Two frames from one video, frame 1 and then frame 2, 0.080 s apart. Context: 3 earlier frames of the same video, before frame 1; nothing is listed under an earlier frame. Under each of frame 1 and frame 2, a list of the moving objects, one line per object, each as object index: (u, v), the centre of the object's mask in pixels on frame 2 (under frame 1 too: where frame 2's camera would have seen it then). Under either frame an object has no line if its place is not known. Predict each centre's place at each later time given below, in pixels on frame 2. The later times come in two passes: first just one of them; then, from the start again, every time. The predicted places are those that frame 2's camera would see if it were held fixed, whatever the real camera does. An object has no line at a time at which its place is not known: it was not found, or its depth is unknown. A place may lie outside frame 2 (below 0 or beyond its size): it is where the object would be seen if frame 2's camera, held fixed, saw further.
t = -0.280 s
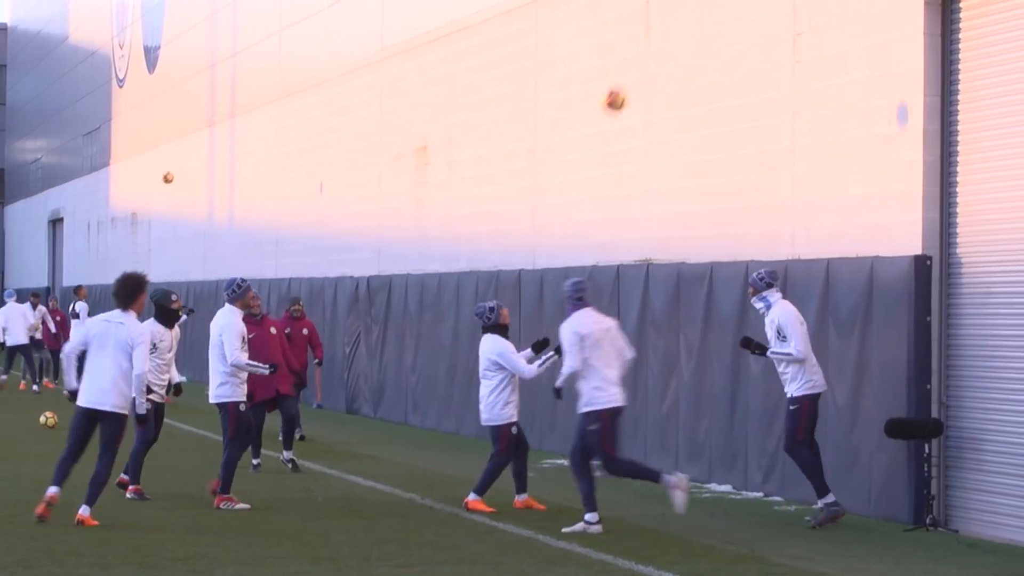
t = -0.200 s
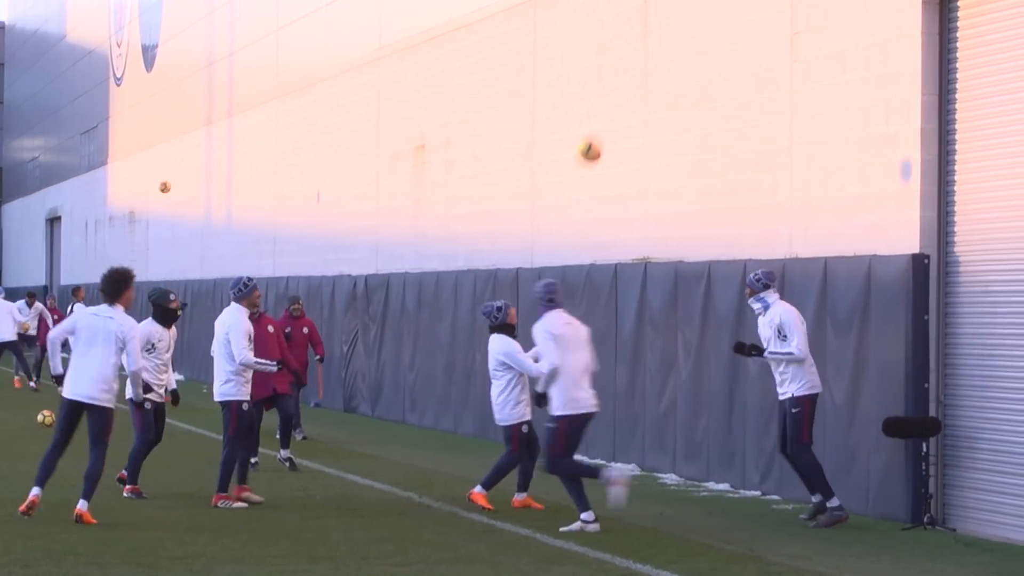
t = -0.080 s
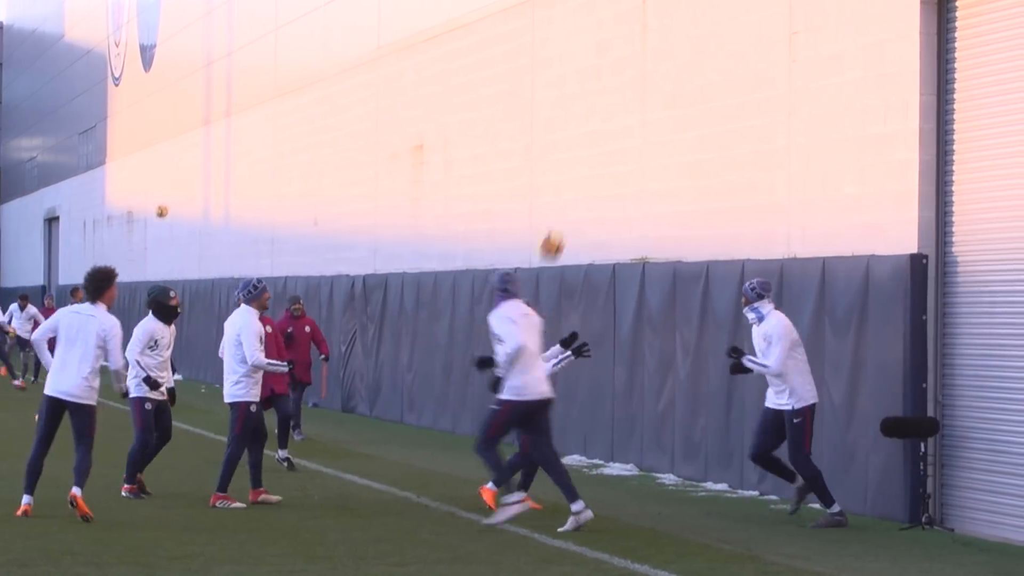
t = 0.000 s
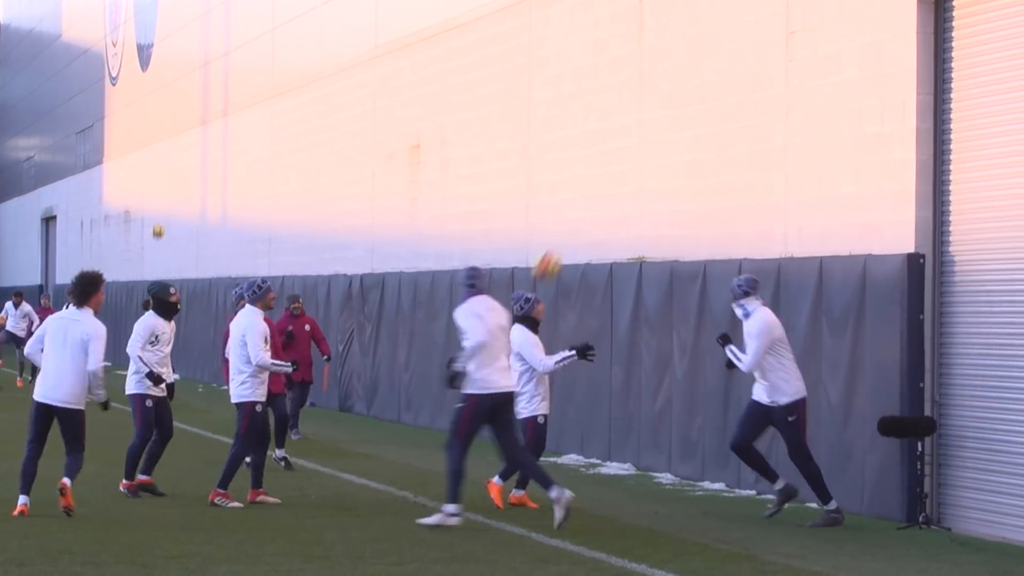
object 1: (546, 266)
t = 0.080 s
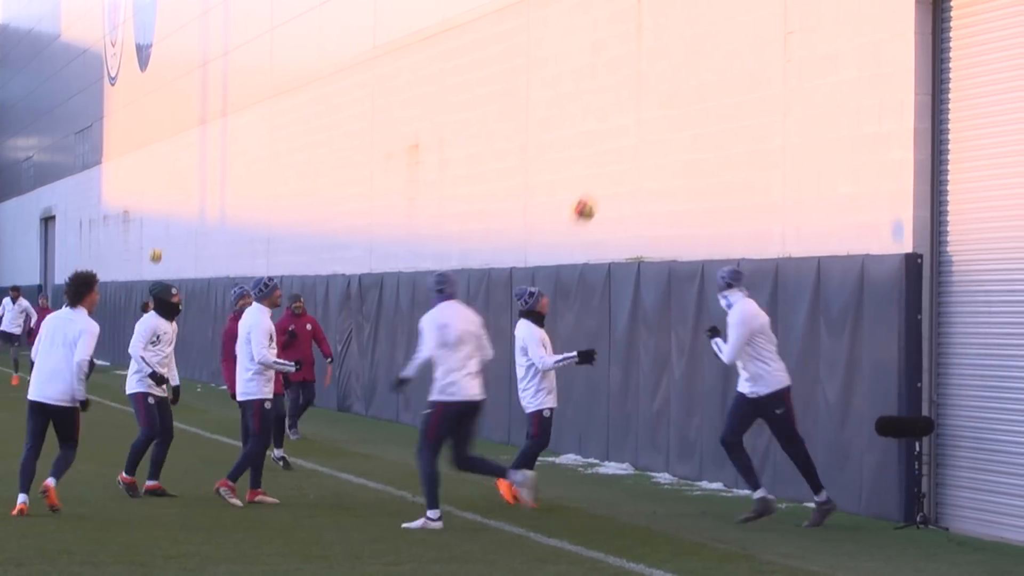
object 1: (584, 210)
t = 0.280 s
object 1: (676, 105)
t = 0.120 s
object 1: (603, 184)
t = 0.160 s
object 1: (621, 162)
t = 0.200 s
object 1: (640, 140)
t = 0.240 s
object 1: (658, 122)
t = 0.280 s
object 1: (676, 105)
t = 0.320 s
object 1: (694, 90)
